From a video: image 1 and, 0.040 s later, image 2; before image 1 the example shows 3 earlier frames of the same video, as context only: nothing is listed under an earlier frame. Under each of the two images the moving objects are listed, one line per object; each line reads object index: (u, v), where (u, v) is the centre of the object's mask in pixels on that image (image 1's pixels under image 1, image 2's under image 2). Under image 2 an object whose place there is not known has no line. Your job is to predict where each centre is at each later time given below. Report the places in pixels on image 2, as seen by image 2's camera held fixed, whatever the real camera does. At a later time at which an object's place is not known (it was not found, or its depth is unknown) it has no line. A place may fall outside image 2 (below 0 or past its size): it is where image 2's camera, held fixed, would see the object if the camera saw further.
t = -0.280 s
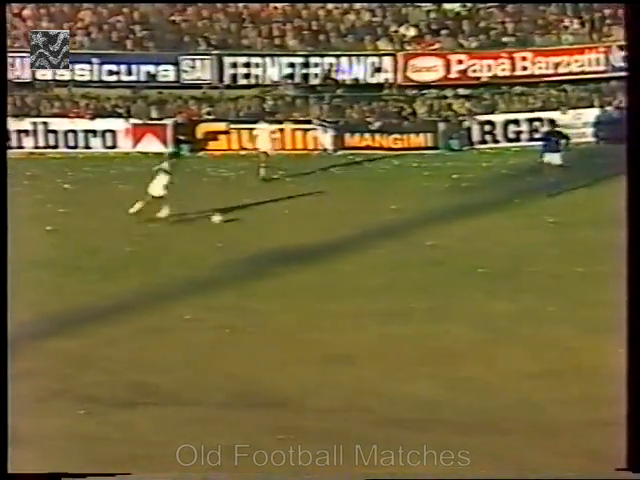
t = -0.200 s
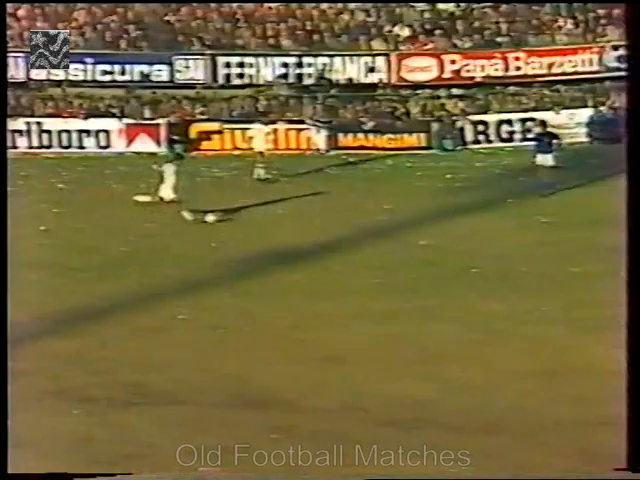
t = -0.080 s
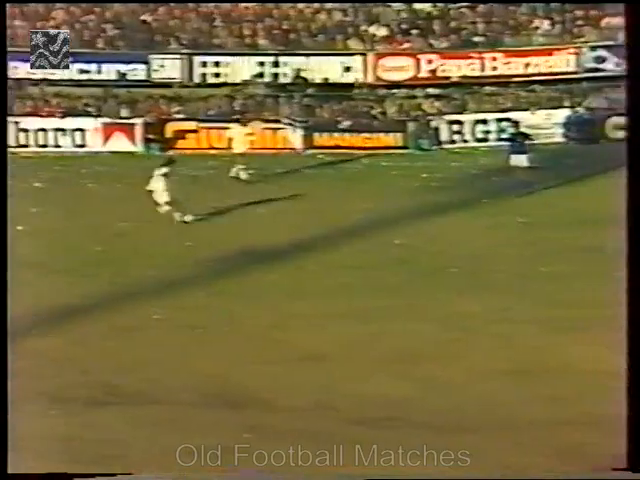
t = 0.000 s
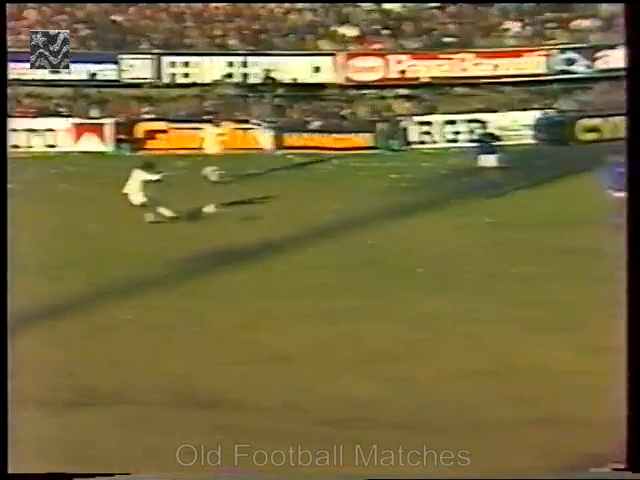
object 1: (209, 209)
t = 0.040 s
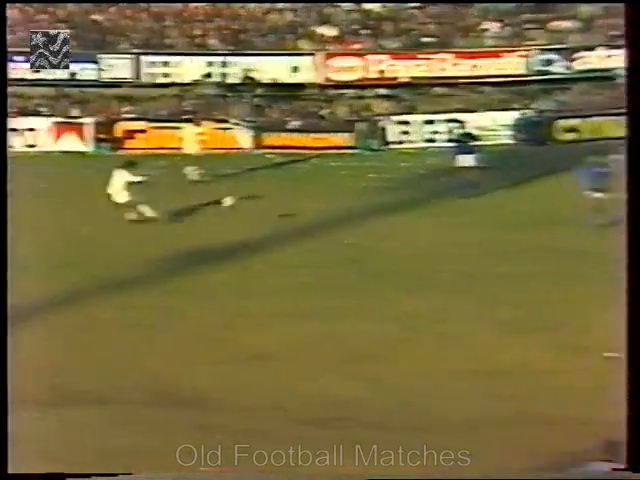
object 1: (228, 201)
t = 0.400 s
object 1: (559, 159)
